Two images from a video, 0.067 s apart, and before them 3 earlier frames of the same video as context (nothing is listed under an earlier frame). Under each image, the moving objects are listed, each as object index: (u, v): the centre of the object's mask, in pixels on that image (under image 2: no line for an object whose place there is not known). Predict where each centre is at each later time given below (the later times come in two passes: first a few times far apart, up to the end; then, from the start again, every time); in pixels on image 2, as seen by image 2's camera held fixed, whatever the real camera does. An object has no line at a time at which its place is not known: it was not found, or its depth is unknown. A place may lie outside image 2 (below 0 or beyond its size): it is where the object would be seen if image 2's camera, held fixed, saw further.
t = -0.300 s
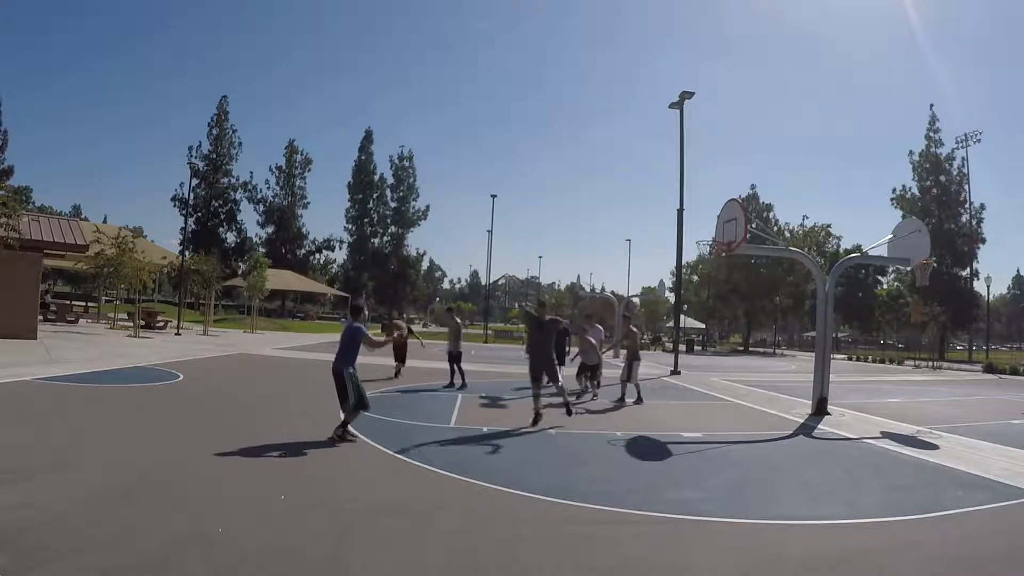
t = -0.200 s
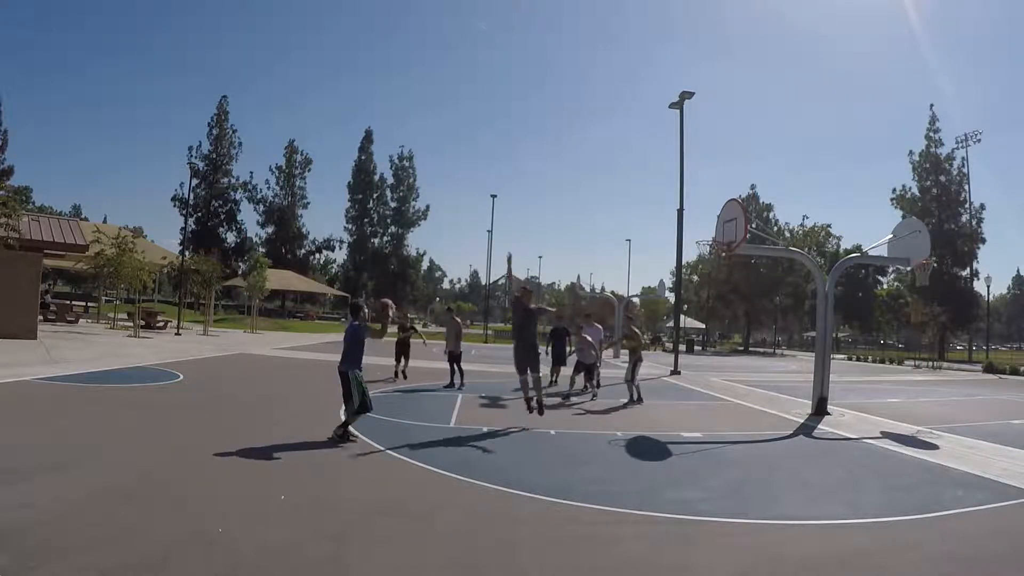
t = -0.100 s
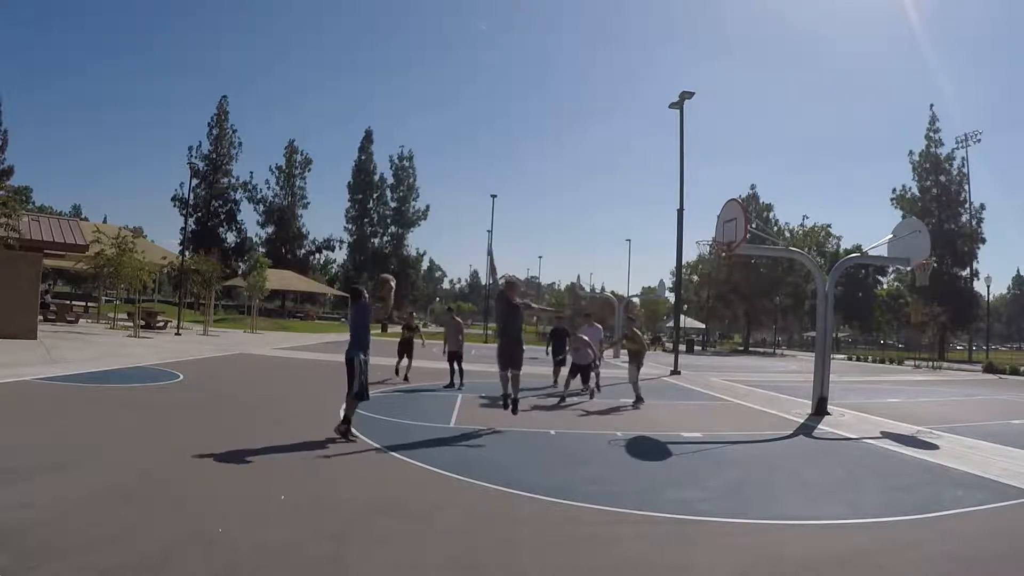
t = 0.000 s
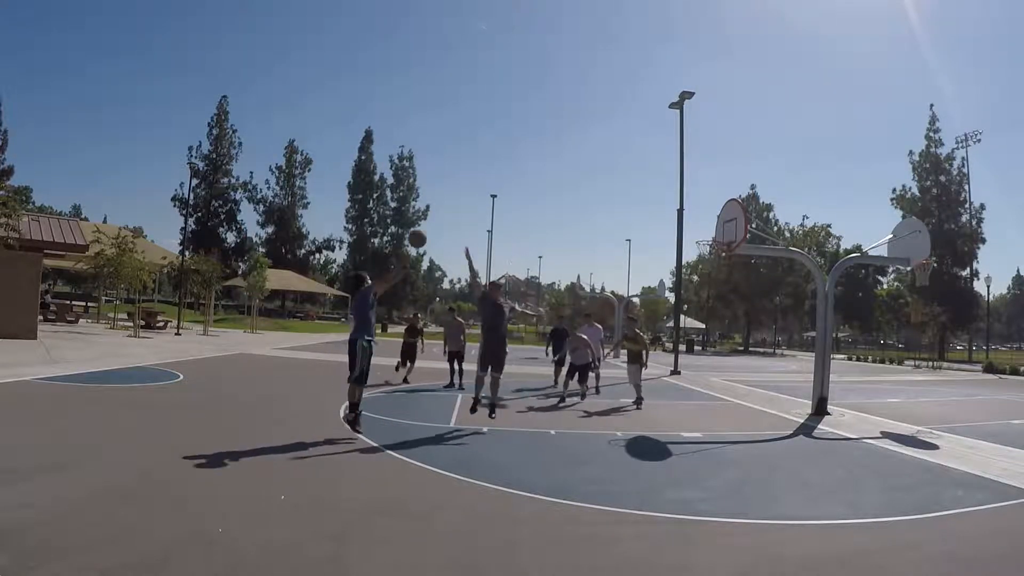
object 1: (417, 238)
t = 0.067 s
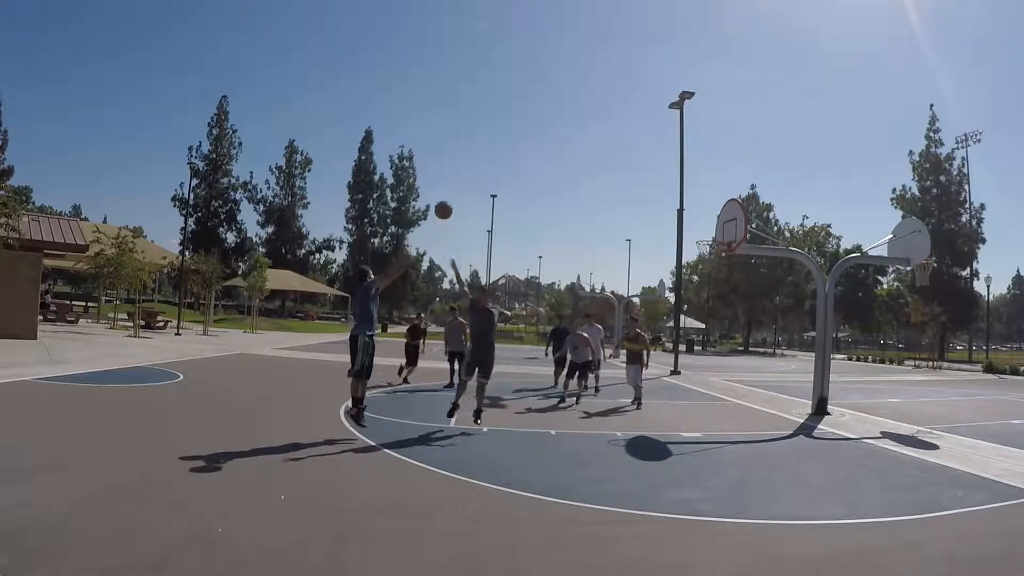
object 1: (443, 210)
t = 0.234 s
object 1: (502, 160)
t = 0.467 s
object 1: (570, 132)
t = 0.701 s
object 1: (625, 141)
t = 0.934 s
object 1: (669, 179)
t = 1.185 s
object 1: (708, 236)
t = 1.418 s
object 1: (727, 212)
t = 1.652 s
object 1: (719, 212)
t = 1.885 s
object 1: (710, 248)
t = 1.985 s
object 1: (706, 268)
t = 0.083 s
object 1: (450, 204)
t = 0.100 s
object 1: (456, 198)
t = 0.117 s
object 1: (462, 192)
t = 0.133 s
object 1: (468, 186)
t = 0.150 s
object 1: (474, 181)
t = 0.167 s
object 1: (480, 176)
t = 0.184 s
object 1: (485, 172)
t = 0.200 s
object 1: (491, 168)
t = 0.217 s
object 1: (497, 164)
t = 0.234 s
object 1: (502, 160)
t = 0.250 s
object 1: (507, 156)
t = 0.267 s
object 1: (513, 153)
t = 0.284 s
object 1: (518, 150)
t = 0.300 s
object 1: (523, 147)
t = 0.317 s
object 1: (528, 145)
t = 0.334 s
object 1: (533, 143)
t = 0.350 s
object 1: (538, 141)
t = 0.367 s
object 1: (543, 139)
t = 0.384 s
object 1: (548, 137)
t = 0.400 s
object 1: (552, 136)
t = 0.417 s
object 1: (557, 135)
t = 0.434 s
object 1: (562, 134)
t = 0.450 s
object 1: (566, 133)
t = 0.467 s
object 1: (570, 132)
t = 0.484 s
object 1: (575, 132)
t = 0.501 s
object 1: (579, 131)
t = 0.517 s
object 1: (583, 131)
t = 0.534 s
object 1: (587, 131)
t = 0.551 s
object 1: (591, 131)
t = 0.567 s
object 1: (595, 132)
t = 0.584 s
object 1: (599, 132)
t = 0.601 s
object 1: (603, 133)
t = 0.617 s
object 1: (607, 134)
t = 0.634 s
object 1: (611, 135)
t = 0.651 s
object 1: (614, 136)
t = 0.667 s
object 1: (618, 137)
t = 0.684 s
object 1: (621, 139)
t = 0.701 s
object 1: (625, 141)
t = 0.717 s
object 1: (628, 142)
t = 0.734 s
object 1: (632, 144)
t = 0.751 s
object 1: (635, 146)
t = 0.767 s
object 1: (638, 149)
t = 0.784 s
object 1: (641, 151)
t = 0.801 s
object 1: (645, 154)
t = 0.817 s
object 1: (648, 156)
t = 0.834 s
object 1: (651, 159)
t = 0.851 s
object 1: (655, 162)
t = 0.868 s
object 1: (657, 165)
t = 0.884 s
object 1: (661, 168)
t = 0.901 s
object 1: (663, 172)
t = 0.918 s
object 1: (666, 175)
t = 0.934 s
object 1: (669, 179)
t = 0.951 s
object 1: (672, 182)
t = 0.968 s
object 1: (675, 186)
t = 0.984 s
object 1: (678, 190)
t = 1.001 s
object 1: (681, 194)
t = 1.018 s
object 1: (684, 198)
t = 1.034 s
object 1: (687, 201)
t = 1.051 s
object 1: (689, 206)
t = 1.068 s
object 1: (691, 211)
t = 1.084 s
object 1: (694, 216)
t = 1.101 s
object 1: (696, 221)
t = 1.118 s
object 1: (699, 226)
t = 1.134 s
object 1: (701, 231)
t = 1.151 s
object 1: (703, 236)
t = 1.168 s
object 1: (706, 239)
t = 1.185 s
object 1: (708, 236)
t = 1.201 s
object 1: (711, 234)
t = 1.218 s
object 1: (714, 232)
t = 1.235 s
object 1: (717, 229)
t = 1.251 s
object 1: (720, 227)
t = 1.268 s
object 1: (723, 225)
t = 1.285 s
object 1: (727, 224)
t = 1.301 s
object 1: (729, 222)
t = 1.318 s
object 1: (729, 221)
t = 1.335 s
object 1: (729, 219)
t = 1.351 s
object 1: (729, 217)
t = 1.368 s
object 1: (728, 216)
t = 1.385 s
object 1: (728, 215)
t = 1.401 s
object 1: (728, 214)
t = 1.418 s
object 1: (727, 212)
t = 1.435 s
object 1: (726, 211)
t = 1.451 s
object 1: (726, 209)
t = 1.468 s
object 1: (726, 209)
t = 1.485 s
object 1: (725, 209)
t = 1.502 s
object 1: (724, 208)
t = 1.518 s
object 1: (724, 208)
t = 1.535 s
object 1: (723, 208)
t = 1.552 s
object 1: (723, 208)
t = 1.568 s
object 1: (722, 209)
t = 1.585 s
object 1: (721, 209)
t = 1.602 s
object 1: (721, 209)
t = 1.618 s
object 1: (720, 210)
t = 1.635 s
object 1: (720, 210)
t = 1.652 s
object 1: (719, 212)
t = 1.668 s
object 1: (718, 213)
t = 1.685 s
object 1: (718, 214)
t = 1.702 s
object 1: (717, 216)
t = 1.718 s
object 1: (717, 218)
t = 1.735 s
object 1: (716, 220)
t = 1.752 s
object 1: (716, 222)
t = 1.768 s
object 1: (715, 225)
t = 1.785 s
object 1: (714, 227)
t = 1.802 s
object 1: (714, 230)
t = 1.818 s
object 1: (713, 233)
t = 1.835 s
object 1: (711, 235)
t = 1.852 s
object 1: (710, 240)
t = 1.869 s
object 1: (710, 244)
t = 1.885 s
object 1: (710, 248)
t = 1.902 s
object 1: (709, 251)
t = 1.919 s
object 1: (708, 255)
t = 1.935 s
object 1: (709, 260)
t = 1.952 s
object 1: (707, 266)
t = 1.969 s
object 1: (707, 268)
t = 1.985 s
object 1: (706, 268)
